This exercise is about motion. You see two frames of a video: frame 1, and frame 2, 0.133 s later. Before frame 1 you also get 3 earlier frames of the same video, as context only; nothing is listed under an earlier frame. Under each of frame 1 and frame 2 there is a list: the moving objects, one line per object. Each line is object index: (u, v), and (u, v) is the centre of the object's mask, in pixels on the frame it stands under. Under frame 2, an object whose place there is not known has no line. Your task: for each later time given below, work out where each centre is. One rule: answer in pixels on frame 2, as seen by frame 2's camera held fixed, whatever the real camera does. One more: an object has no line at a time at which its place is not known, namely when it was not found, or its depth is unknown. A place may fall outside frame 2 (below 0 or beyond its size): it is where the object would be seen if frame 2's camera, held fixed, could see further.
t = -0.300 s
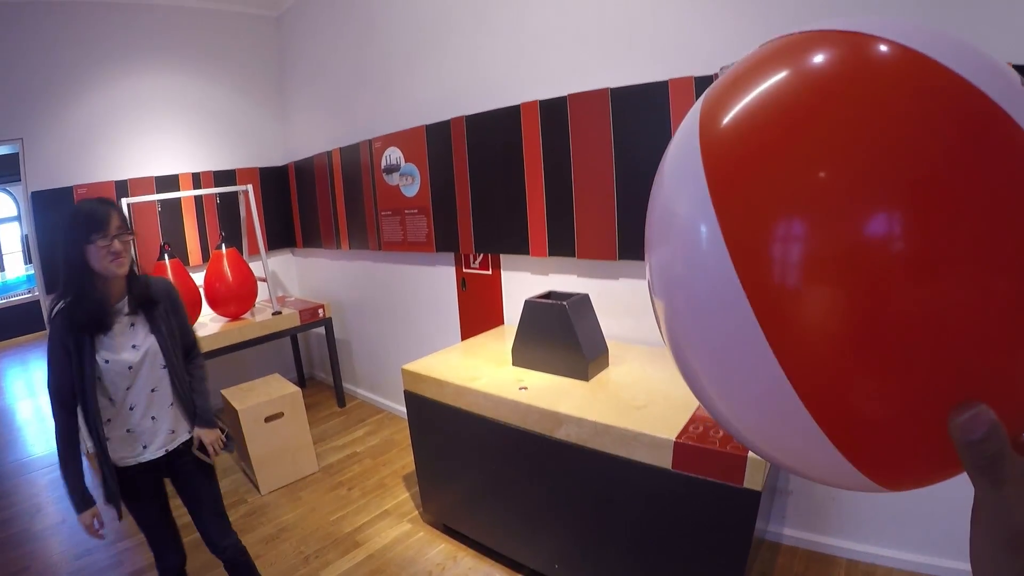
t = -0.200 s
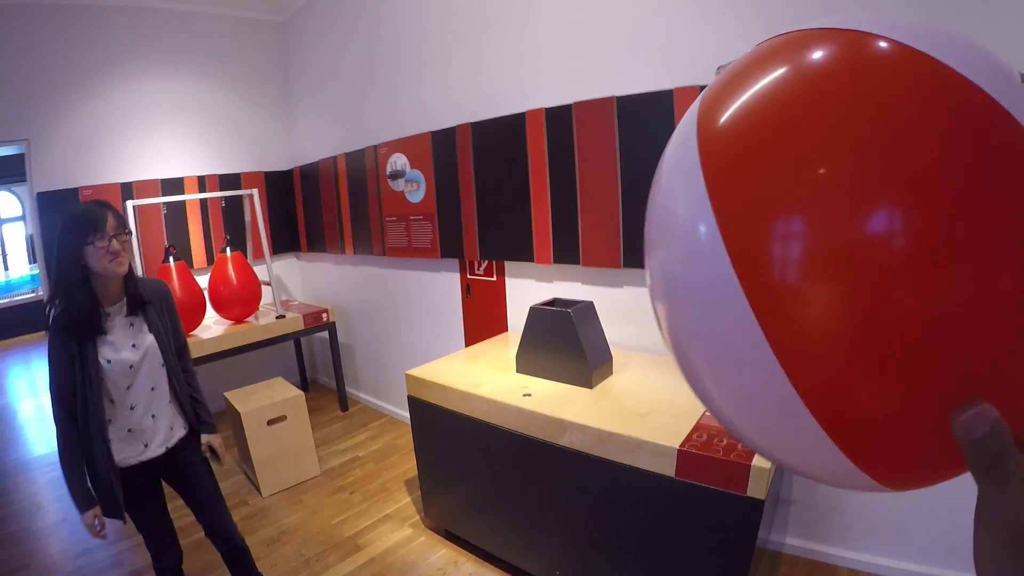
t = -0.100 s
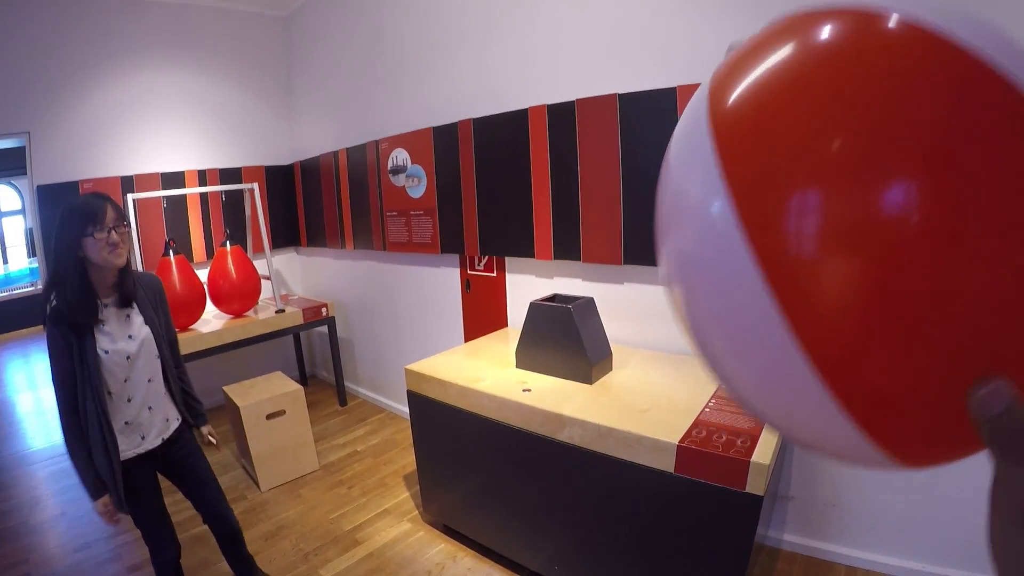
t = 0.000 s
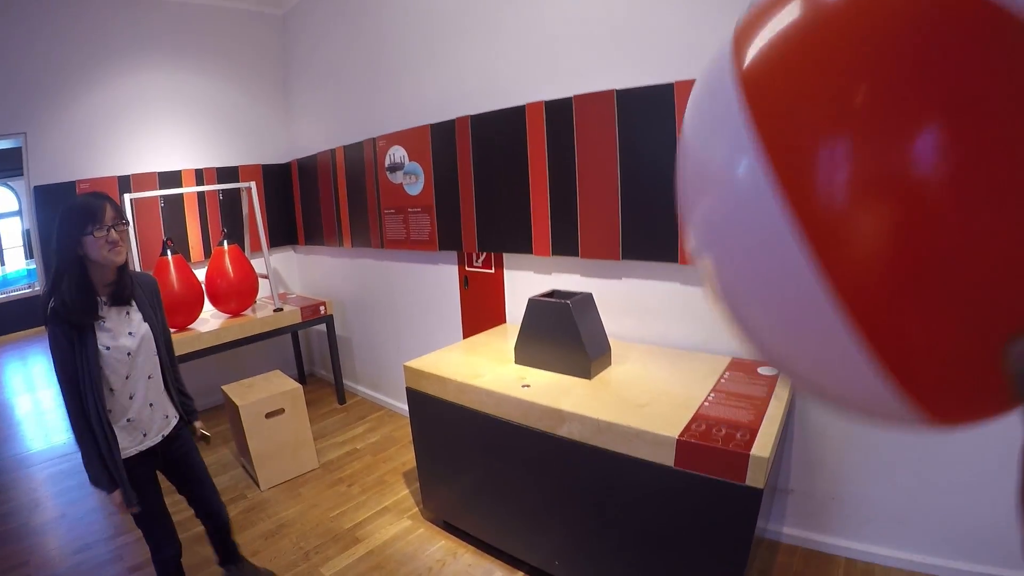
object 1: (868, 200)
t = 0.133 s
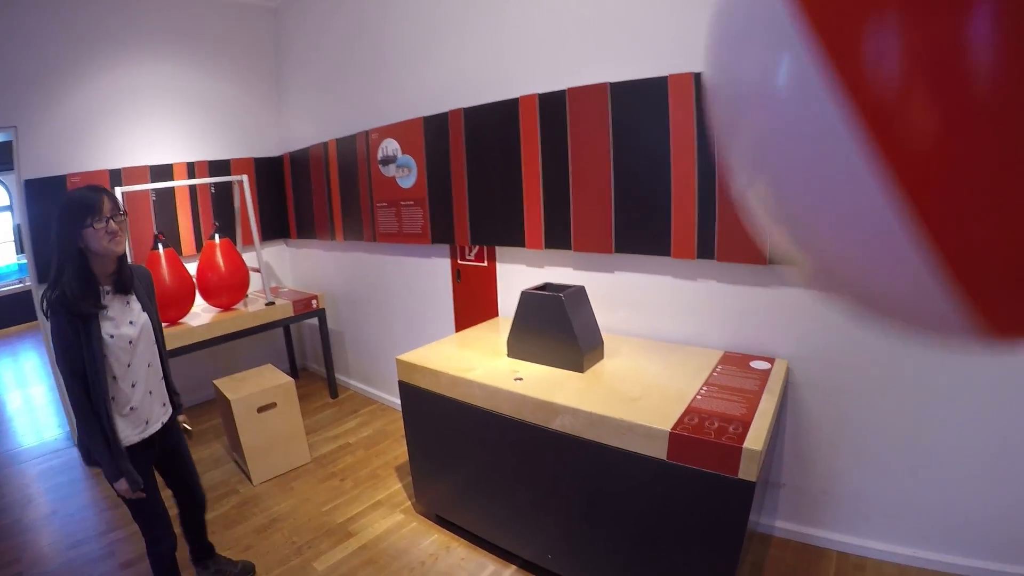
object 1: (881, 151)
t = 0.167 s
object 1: (888, 140)
